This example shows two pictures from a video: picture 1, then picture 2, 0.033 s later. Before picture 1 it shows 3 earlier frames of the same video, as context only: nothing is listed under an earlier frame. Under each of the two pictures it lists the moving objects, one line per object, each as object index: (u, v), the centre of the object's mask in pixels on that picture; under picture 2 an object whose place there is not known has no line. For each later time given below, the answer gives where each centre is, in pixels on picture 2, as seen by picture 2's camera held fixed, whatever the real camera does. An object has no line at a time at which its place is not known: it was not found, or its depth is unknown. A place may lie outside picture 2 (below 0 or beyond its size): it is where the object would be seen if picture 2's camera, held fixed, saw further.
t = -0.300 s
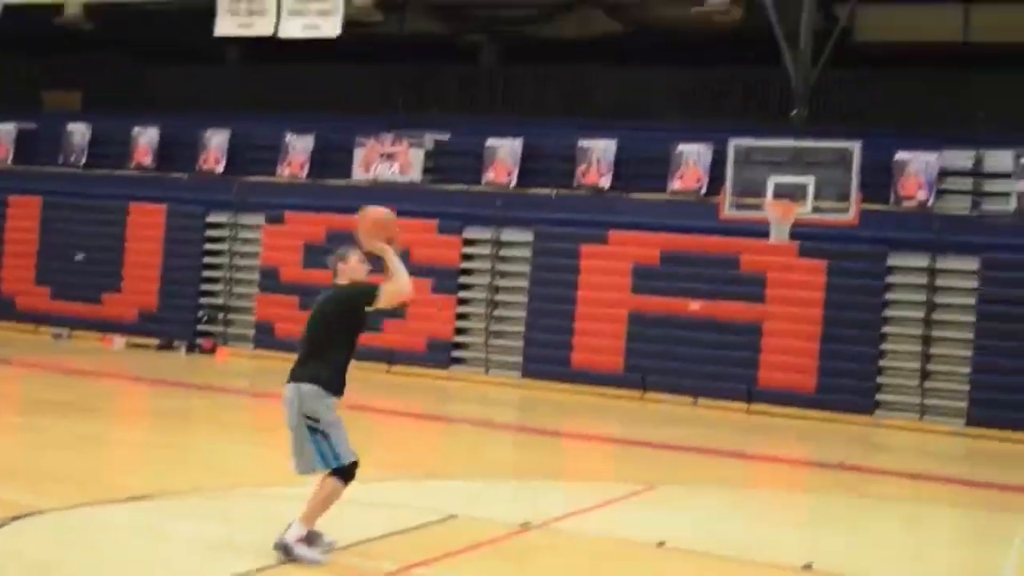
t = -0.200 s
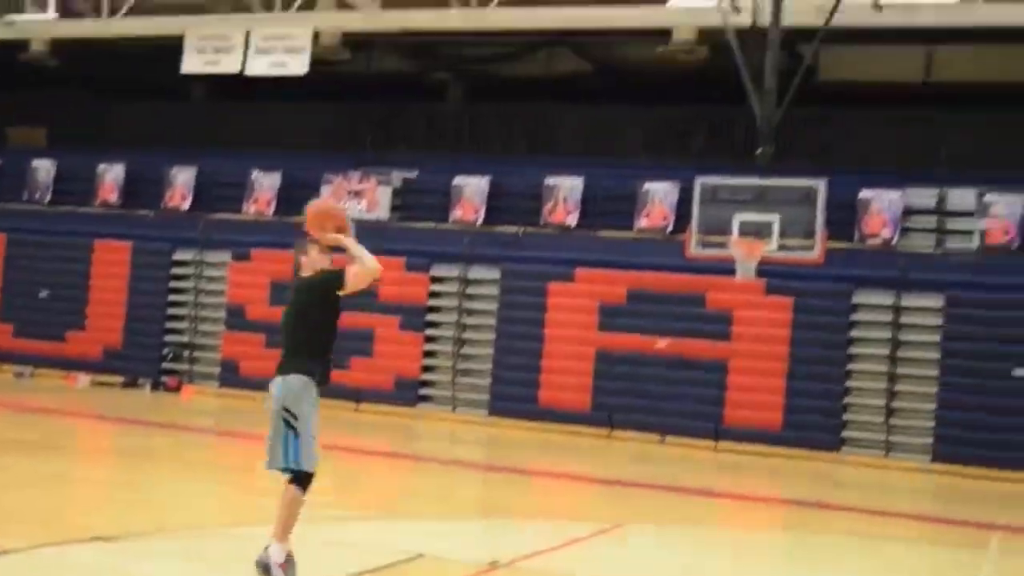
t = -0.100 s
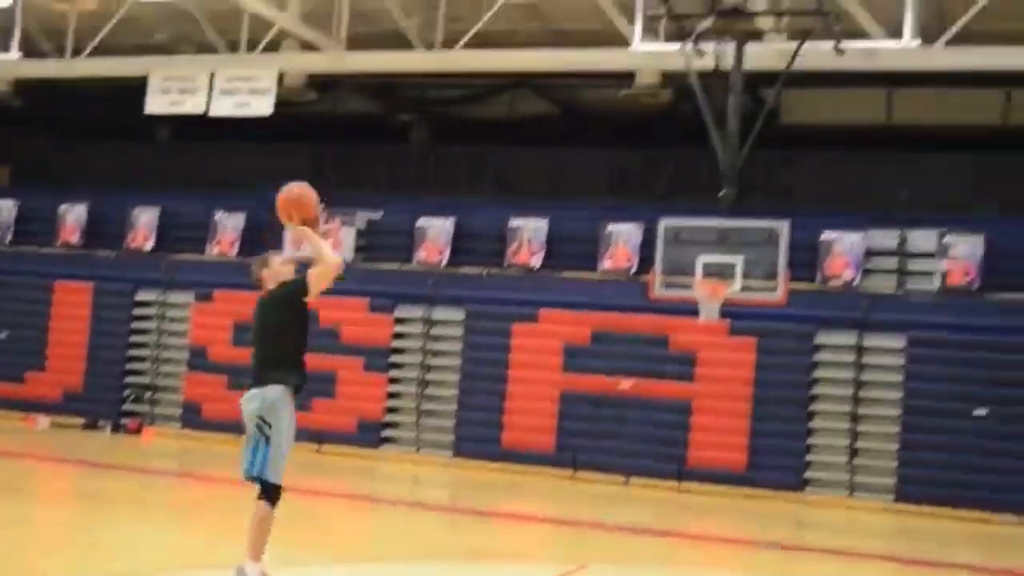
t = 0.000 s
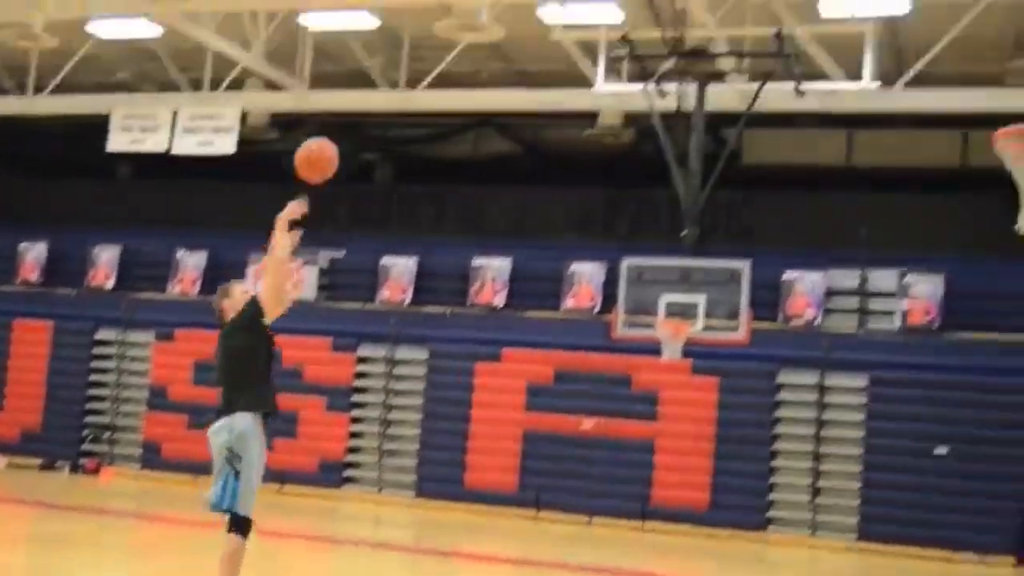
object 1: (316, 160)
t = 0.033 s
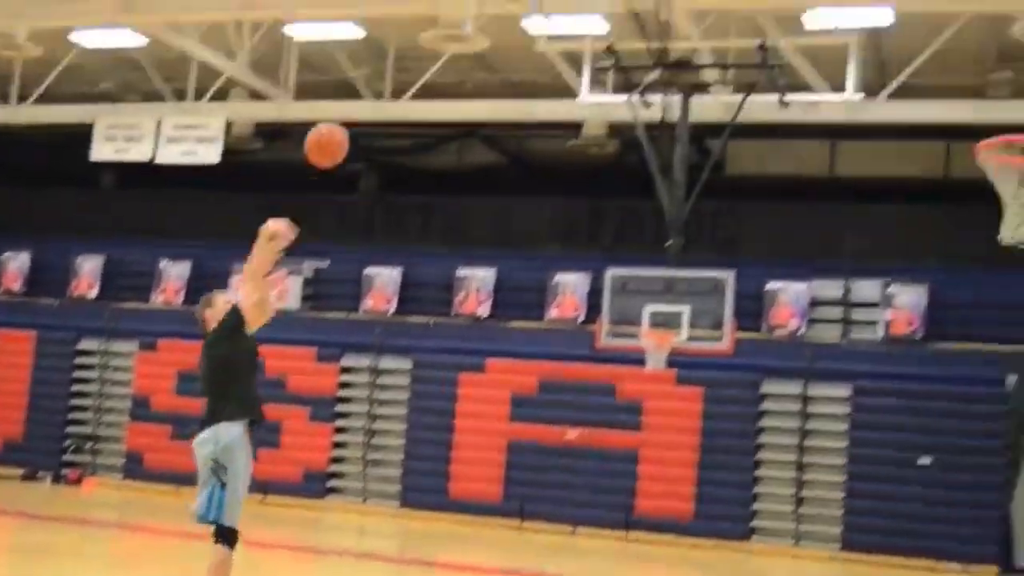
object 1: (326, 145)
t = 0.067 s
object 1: (352, 123)
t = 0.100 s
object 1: (379, 97)
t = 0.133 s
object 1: (402, 77)
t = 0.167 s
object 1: (428, 59)
